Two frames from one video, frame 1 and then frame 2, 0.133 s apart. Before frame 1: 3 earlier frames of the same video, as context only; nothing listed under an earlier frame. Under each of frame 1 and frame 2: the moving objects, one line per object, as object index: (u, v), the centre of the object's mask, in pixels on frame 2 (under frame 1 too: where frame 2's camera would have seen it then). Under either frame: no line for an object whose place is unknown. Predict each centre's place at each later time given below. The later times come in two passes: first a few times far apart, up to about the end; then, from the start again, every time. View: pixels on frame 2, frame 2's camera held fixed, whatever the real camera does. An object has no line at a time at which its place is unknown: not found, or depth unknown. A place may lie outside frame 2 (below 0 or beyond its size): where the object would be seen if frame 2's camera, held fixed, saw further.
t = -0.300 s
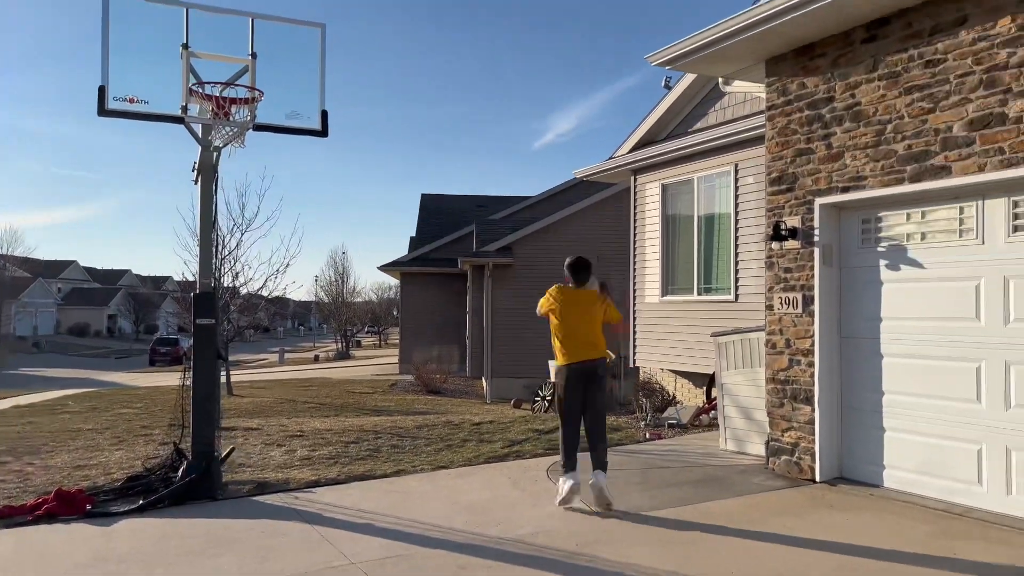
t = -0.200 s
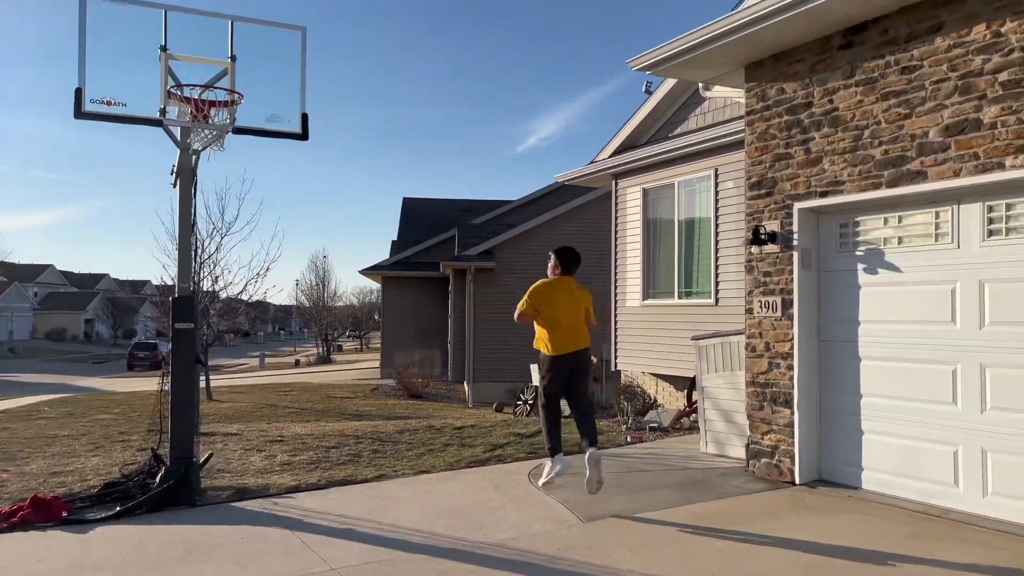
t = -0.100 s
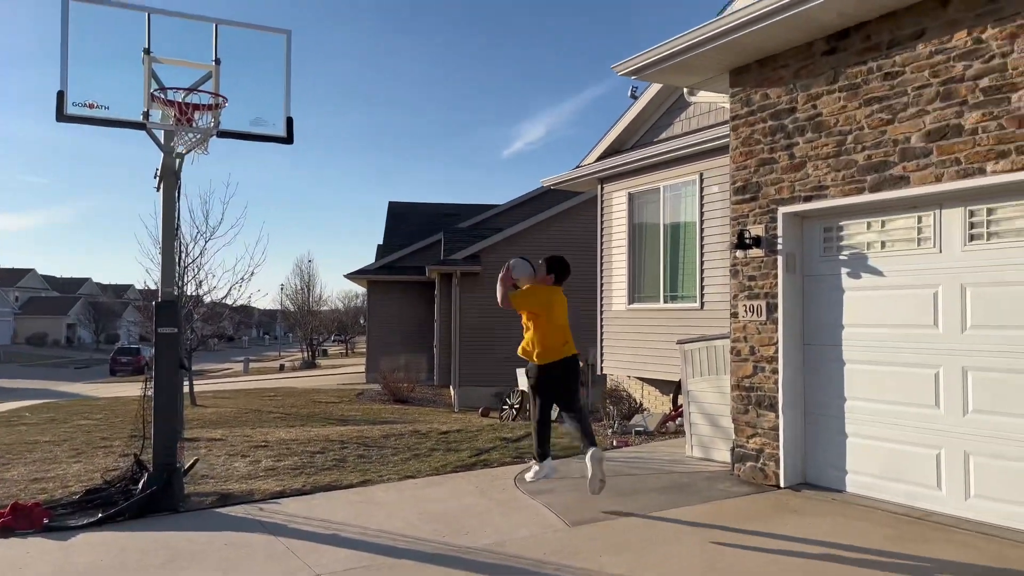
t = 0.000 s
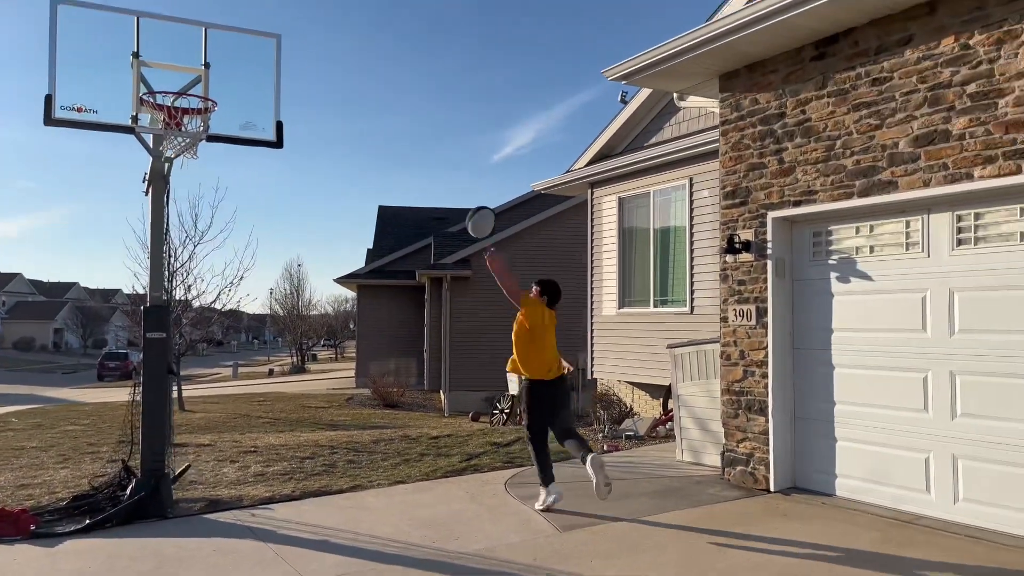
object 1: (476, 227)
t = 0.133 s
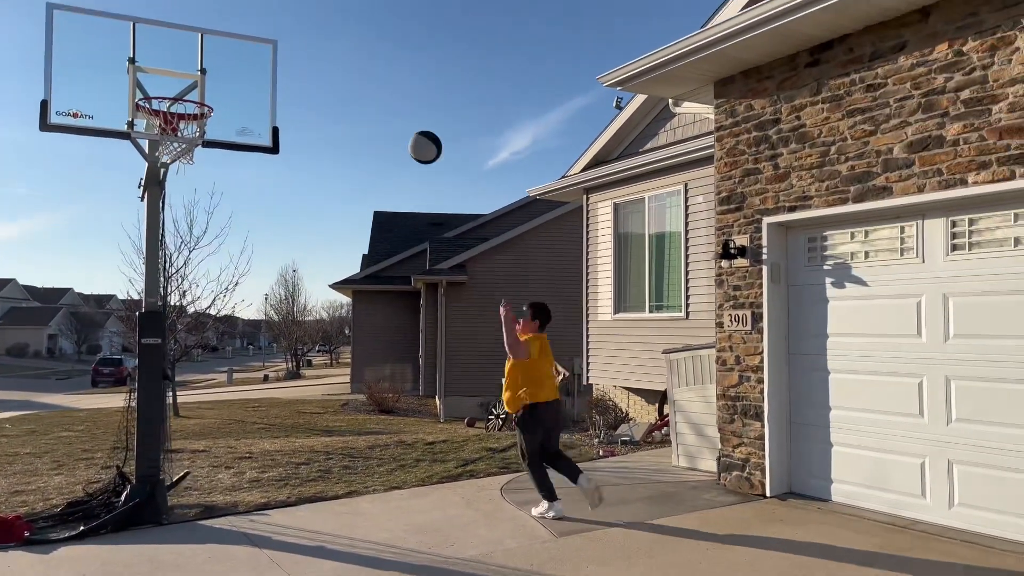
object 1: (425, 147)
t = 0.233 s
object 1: (384, 102)
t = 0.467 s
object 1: (283, 45)
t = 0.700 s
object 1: (177, 63)
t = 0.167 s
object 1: (412, 131)
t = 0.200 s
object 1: (398, 116)
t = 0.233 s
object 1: (384, 102)
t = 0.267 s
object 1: (369, 89)
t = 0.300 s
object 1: (356, 79)
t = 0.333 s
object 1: (342, 69)
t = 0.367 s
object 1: (327, 61)
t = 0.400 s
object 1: (312, 54)
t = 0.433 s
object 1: (298, 49)
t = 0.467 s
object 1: (283, 45)
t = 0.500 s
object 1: (268, 43)
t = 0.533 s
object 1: (253, 42)
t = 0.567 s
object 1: (239, 43)
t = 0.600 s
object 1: (223, 46)
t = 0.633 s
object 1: (208, 50)
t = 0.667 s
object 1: (193, 56)
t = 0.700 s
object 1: (177, 63)
